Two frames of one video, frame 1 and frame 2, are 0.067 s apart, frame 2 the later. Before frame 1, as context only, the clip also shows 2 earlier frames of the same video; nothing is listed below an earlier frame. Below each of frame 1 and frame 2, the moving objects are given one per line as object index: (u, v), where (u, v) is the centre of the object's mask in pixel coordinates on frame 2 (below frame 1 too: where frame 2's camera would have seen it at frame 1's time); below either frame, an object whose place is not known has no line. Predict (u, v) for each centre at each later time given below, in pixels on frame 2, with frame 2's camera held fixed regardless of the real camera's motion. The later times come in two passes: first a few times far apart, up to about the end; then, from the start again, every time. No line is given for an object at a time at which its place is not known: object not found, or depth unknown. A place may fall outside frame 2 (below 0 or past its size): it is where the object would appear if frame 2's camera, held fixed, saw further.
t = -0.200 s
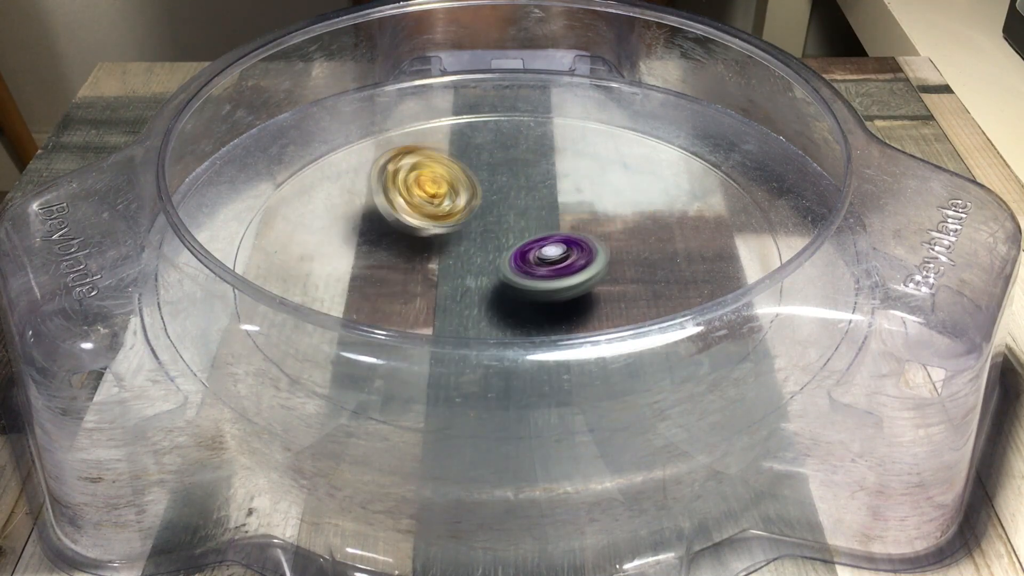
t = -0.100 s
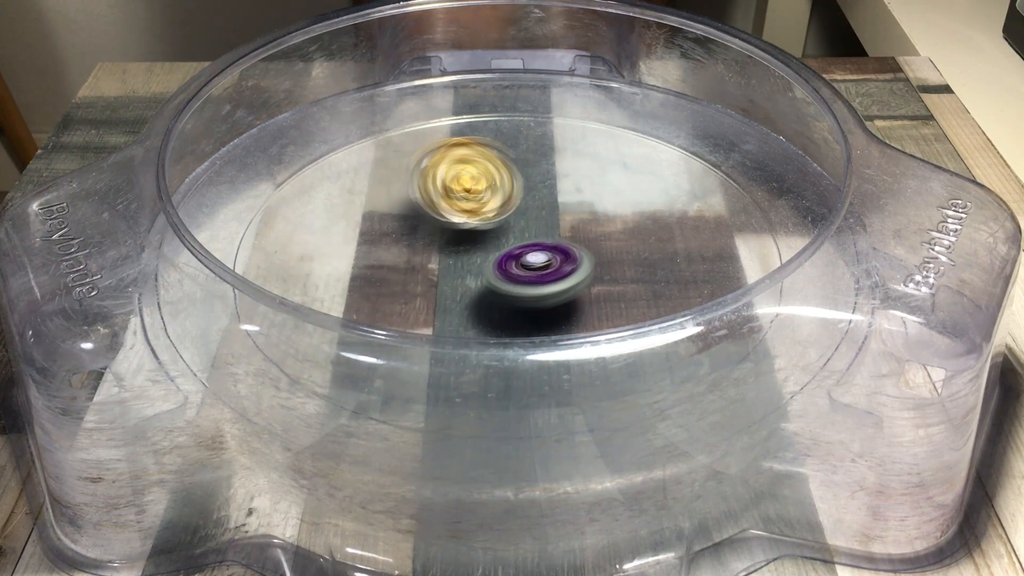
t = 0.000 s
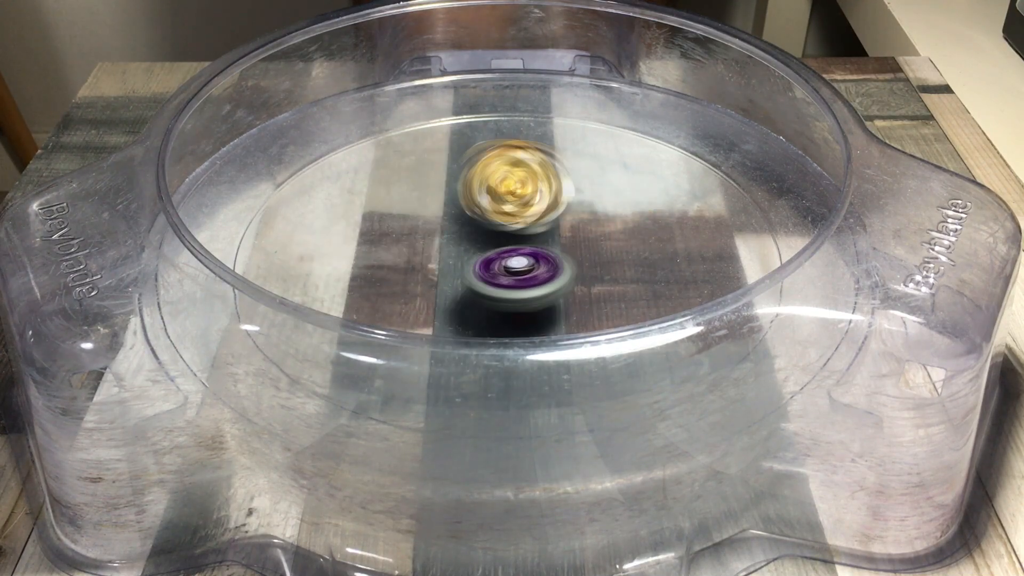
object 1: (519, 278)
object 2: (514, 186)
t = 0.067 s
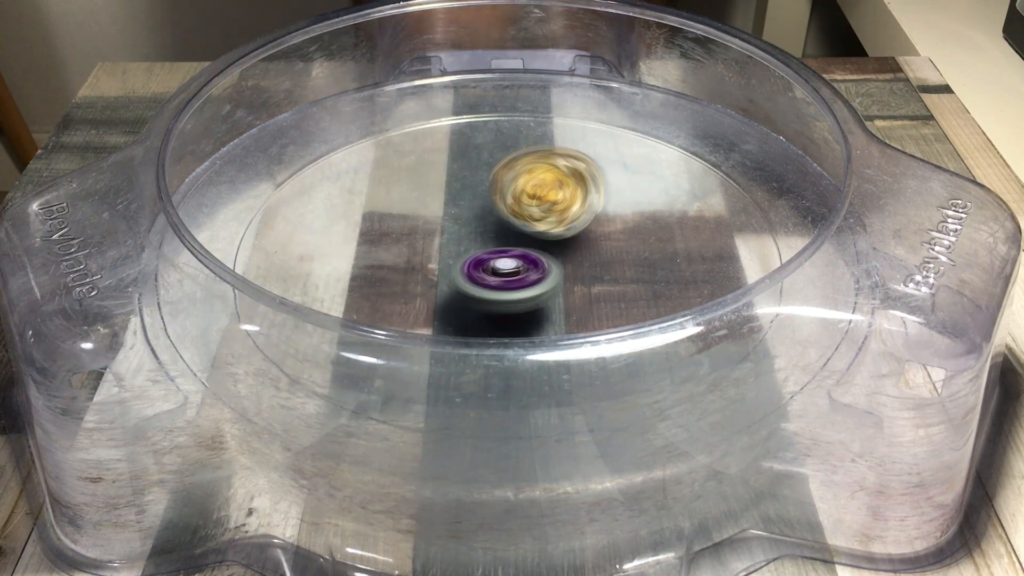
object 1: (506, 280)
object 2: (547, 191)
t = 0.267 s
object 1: (471, 276)
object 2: (617, 235)
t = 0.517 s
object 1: (449, 259)
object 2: (581, 299)
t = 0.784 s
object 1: (471, 234)
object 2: (438, 295)
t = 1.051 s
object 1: (517, 213)
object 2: (411, 223)
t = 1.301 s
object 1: (576, 220)
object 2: (476, 191)
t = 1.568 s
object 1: (594, 258)
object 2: (521, 223)
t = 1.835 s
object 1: (541, 289)
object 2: (463, 250)
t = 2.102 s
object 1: (457, 276)
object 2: (425, 206)
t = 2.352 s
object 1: (424, 246)
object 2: (489, 200)
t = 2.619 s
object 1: (430, 218)
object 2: (631, 247)
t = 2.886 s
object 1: (486, 224)
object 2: (628, 229)
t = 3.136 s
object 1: (490, 255)
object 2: (632, 233)
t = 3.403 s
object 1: (421, 269)
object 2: (632, 241)
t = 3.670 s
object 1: (396, 250)
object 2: (587, 235)
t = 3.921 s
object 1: (442, 241)
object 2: (530, 276)
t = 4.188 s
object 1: (492, 254)
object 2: (564, 289)
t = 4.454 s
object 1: (498, 257)
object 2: (574, 301)
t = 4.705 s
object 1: (486, 261)
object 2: (565, 301)
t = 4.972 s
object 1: (487, 257)
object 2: (563, 301)
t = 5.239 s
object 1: (502, 254)
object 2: (562, 300)
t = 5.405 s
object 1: (509, 254)
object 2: (562, 300)
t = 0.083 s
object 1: (502, 281)
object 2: (556, 194)
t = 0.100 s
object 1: (498, 280)
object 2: (564, 198)
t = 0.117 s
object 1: (495, 281)
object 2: (571, 200)
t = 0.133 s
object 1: (493, 280)
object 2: (578, 202)
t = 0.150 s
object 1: (490, 280)
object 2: (587, 207)
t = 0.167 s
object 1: (487, 280)
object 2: (591, 209)
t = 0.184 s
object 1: (484, 280)
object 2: (599, 214)
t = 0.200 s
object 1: (481, 279)
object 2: (605, 221)
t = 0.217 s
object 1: (479, 279)
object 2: (608, 222)
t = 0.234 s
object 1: (476, 278)
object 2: (612, 225)
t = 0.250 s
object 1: (473, 278)
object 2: (617, 231)
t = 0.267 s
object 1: (471, 276)
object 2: (617, 235)
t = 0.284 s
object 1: (467, 276)
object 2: (622, 239)
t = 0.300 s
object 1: (465, 275)
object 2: (624, 245)
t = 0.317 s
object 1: (464, 274)
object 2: (624, 250)
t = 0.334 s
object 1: (461, 273)
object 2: (624, 254)
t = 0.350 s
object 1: (459, 272)
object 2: (625, 261)
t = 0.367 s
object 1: (458, 271)
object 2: (623, 267)
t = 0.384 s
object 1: (456, 270)
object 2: (623, 269)
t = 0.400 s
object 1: (454, 269)
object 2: (620, 274)
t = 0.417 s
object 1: (453, 267)
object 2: (616, 280)
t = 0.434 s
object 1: (452, 266)
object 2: (612, 283)
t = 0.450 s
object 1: (451, 265)
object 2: (607, 287)
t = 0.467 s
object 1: (451, 263)
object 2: (602, 291)
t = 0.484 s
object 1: (451, 262)
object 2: (596, 293)
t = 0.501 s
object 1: (450, 260)
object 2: (590, 294)
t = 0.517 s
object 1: (449, 259)
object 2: (581, 299)
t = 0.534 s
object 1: (450, 259)
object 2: (575, 300)
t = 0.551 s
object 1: (451, 257)
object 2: (567, 303)
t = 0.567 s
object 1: (450, 256)
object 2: (560, 301)
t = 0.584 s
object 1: (451, 254)
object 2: (550, 305)
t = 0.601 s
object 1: (452, 252)
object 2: (538, 305)
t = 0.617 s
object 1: (451, 252)
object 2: (529, 305)
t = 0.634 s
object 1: (454, 248)
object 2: (517, 305)
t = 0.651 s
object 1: (454, 248)
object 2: (509, 305)
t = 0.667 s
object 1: (456, 244)
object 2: (502, 304)
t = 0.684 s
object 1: (456, 242)
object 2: (488, 304)
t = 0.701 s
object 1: (458, 241)
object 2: (475, 302)
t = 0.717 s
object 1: (460, 240)
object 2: (471, 300)
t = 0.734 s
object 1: (463, 237)
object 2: (464, 296)
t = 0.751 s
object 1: (466, 237)
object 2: (452, 301)
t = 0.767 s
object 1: (469, 234)
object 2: (442, 297)
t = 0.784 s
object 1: (471, 234)
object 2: (438, 295)
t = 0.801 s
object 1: (474, 232)
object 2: (431, 293)
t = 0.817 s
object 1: (475, 230)
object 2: (424, 292)
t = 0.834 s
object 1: (478, 228)
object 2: (419, 286)
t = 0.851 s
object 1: (481, 227)
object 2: (414, 283)
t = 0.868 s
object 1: (484, 225)
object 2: (410, 279)
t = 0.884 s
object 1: (487, 223)
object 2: (407, 274)
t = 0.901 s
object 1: (490, 221)
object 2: (404, 268)
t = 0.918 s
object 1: (493, 219)
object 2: (401, 263)
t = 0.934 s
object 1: (497, 218)
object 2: (401, 258)
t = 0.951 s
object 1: (499, 217)
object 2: (401, 253)
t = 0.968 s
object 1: (502, 216)
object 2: (401, 246)
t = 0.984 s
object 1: (505, 215)
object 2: (402, 242)
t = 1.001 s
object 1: (507, 215)
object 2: (406, 238)
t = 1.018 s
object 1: (511, 214)
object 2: (407, 234)
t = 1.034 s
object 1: (514, 213)
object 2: (409, 228)
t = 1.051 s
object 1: (517, 213)
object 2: (411, 223)
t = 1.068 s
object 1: (520, 212)
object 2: (416, 221)
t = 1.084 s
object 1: (524, 212)
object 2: (421, 217)
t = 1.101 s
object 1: (528, 212)
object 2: (425, 211)
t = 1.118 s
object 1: (532, 212)
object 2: (428, 209)
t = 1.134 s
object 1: (537, 212)
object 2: (433, 207)
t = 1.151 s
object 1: (540, 213)
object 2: (437, 203)
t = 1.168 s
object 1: (544, 213)
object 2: (440, 199)
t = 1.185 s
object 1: (549, 214)
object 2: (443, 196)
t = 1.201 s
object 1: (553, 214)
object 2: (447, 195)
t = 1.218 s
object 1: (558, 216)
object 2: (451, 194)
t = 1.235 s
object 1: (560, 216)
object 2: (455, 192)
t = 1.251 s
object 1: (565, 217)
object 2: (459, 191)
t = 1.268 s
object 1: (569, 218)
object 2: (465, 190)
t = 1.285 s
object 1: (574, 220)
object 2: (471, 190)
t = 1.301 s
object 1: (576, 220)
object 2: (476, 191)
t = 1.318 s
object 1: (580, 221)
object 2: (480, 191)
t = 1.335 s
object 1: (582, 224)
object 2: (486, 191)
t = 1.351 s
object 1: (586, 225)
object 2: (493, 193)
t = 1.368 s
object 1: (587, 227)
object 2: (497, 194)
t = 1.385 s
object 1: (590, 229)
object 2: (501, 196)
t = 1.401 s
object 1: (591, 232)
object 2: (503, 196)
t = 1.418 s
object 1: (593, 234)
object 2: (507, 198)
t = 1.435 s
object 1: (594, 235)
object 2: (510, 199)
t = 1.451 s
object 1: (596, 239)
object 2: (514, 203)
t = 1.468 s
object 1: (595, 242)
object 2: (514, 205)
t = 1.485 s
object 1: (596, 244)
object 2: (517, 207)
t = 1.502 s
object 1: (596, 247)
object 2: (519, 209)
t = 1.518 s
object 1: (596, 250)
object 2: (521, 214)
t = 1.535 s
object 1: (595, 252)
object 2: (521, 217)
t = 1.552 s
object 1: (595, 255)
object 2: (522, 221)
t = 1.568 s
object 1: (594, 258)
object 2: (521, 223)
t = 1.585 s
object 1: (592, 261)
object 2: (521, 228)
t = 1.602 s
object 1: (590, 263)
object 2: (518, 230)
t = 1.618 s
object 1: (588, 265)
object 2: (512, 235)
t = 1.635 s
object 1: (586, 267)
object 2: (510, 237)
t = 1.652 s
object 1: (585, 270)
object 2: (509, 240)
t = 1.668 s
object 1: (581, 272)
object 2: (505, 240)
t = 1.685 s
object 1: (577, 276)
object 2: (500, 246)
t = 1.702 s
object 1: (574, 277)
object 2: (496, 247)
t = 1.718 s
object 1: (571, 280)
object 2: (493, 249)
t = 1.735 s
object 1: (567, 281)
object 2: (490, 250)
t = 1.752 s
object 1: (565, 282)
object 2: (486, 253)
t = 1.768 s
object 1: (559, 284)
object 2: (481, 252)
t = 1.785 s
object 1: (555, 286)
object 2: (475, 254)
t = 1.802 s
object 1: (550, 287)
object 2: (472, 253)
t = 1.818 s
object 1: (547, 287)
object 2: (468, 254)
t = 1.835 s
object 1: (541, 289)
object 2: (463, 250)
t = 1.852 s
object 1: (537, 290)
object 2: (458, 250)
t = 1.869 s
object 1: (530, 290)
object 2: (451, 246)
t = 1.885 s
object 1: (526, 289)
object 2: (448, 245)
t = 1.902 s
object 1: (519, 290)
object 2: (444, 244)
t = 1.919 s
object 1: (515, 290)
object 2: (441, 243)
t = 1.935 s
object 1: (507, 289)
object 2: (437, 238)
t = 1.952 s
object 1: (502, 290)
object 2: (433, 237)
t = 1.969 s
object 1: (497, 288)
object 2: (432, 233)
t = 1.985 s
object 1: (492, 288)
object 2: (430, 230)
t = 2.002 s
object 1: (486, 286)
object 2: (427, 227)
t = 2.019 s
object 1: (481, 285)
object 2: (426, 224)
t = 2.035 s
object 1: (476, 283)
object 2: (424, 217)
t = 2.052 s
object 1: (472, 283)
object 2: (422, 216)
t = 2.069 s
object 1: (467, 280)
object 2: (425, 210)
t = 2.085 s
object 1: (462, 279)
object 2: (424, 209)
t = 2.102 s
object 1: (457, 276)
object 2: (425, 206)
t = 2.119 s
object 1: (454, 276)
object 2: (425, 205)
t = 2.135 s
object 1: (450, 274)
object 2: (426, 201)
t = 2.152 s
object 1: (447, 273)
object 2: (428, 198)
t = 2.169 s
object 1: (443, 269)
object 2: (432, 194)
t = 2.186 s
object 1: (440, 268)
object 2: (435, 193)
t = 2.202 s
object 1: (437, 265)
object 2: (442, 192)
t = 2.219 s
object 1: (435, 263)
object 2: (446, 192)
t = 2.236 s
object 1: (433, 260)
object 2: (453, 192)
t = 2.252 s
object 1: (431, 259)
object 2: (456, 192)
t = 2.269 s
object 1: (429, 257)
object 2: (463, 192)
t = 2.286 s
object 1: (427, 255)
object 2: (467, 193)
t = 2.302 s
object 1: (425, 253)
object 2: (472, 193)
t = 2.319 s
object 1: (424, 250)
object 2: (479, 196)
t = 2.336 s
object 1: (424, 248)
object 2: (485, 197)
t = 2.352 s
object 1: (424, 246)
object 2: (489, 200)
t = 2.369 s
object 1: (424, 244)
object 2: (493, 203)
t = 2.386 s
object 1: (424, 242)
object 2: (498, 206)
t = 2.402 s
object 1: (425, 240)
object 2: (508, 209)
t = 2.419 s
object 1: (422, 237)
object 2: (514, 213)
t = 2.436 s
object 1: (420, 235)
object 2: (529, 216)
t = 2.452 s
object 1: (416, 231)
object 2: (540, 221)
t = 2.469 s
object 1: (417, 229)
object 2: (553, 226)
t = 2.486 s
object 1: (417, 228)
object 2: (562, 231)
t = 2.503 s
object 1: (418, 226)
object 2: (573, 234)
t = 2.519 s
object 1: (419, 225)
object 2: (581, 237)
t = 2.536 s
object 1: (420, 224)
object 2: (592, 240)
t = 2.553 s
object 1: (421, 221)
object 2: (601, 242)
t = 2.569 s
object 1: (424, 221)
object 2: (609, 245)
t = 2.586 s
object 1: (426, 219)
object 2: (617, 246)
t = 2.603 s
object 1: (429, 218)
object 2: (622, 246)
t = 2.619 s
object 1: (430, 218)
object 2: (631, 247)
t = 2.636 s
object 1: (433, 217)
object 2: (634, 246)
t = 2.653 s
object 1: (436, 216)
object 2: (639, 245)
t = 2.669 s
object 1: (440, 215)
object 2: (641, 244)
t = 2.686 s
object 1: (443, 215)
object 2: (643, 242)
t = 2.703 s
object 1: (446, 215)
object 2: (643, 241)
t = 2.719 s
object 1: (449, 215)
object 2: (643, 238)
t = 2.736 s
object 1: (453, 215)
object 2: (643, 237)
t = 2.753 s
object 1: (456, 216)
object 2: (643, 235)
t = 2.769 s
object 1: (460, 216)
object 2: (641, 234)
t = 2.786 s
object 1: (464, 217)
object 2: (640, 232)
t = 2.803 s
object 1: (468, 218)
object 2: (639, 232)
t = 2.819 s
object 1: (471, 218)
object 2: (637, 231)
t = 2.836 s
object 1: (475, 219)
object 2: (635, 231)
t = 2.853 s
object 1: (478, 221)
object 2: (633, 230)
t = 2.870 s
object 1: (481, 222)
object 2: (630, 229)
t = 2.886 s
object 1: (486, 224)
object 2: (628, 229)
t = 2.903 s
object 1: (489, 225)
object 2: (626, 229)
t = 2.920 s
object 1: (492, 227)
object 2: (623, 229)
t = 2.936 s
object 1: (496, 229)
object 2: (621, 228)
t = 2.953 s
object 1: (500, 231)
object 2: (618, 229)
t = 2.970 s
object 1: (503, 233)
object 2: (616, 229)
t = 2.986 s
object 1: (506, 235)
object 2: (613, 229)
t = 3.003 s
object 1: (508, 236)
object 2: (611, 229)
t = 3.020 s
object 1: (512, 240)
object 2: (608, 229)
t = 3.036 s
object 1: (515, 242)
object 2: (607, 229)
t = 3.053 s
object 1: (518, 245)
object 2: (605, 230)
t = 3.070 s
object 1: (516, 248)
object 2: (605, 231)
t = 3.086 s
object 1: (517, 251)
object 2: (605, 231)
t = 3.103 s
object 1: (511, 250)
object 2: (613, 231)
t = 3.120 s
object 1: (495, 255)
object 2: (625, 232)
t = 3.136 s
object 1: (490, 255)
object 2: (632, 233)
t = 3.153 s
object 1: (482, 258)
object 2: (636, 235)
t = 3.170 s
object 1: (480, 258)
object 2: (638, 235)
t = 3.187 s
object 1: (475, 261)
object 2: (640, 237)
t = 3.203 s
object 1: (473, 262)
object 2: (639, 238)
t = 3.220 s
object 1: (470, 263)
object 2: (639, 239)
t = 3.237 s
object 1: (466, 265)
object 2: (639, 240)
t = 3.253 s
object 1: (461, 267)
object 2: (638, 240)
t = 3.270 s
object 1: (455, 267)
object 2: (638, 241)
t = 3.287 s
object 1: (451, 268)
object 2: (637, 241)
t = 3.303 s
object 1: (447, 268)
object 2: (637, 241)
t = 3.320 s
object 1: (444, 269)
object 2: (636, 241)
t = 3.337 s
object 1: (441, 269)
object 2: (636, 241)
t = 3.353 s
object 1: (436, 269)
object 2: (635, 241)
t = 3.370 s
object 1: (430, 269)
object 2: (634, 241)
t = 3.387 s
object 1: (425, 270)
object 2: (633, 241)
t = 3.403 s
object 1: (421, 269)
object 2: (632, 241)
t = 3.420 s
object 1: (419, 268)
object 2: (632, 241)
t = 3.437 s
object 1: (415, 267)
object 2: (630, 240)
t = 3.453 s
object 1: (412, 267)
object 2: (629, 240)
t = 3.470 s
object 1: (408, 266)
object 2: (627, 239)
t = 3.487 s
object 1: (405, 265)
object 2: (626, 239)
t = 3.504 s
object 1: (402, 264)
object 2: (624, 238)
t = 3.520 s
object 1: (399, 263)
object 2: (623, 237)
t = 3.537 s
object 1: (397, 261)
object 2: (620, 236)
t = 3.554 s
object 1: (396, 260)
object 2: (618, 236)
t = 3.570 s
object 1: (395, 259)
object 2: (615, 235)
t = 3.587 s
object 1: (395, 259)
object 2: (612, 234)
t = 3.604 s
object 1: (394, 256)
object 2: (610, 234)
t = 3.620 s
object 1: (393, 256)
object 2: (604, 233)
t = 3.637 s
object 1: (394, 254)
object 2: (601, 233)
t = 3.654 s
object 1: (394, 252)
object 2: (593, 233)
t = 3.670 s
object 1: (396, 250)
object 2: (587, 235)
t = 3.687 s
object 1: (398, 249)
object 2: (581, 236)
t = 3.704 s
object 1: (400, 247)
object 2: (575, 238)
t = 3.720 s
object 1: (401, 247)
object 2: (570, 240)
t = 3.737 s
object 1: (404, 246)
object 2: (565, 243)
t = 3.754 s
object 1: (406, 246)
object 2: (559, 246)
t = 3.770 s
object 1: (410, 244)
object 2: (554, 248)
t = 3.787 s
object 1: (412, 244)
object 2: (548, 251)
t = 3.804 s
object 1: (417, 243)
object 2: (542, 254)
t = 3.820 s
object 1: (421, 243)
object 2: (539, 256)
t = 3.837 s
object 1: (425, 243)
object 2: (534, 261)
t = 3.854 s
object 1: (429, 243)
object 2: (530, 264)
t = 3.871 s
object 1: (432, 242)
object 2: (529, 268)
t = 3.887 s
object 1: (436, 242)
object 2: (528, 270)
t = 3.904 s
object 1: (439, 241)
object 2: (529, 274)
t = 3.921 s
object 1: (442, 241)
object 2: (530, 276)
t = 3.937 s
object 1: (447, 240)
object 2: (532, 279)
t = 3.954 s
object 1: (451, 240)
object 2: (534, 281)
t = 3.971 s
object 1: (454, 241)
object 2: (538, 283)
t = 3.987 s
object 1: (457, 243)
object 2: (540, 284)
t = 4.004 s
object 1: (459, 243)
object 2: (544, 285)
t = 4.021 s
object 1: (463, 244)
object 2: (545, 285)
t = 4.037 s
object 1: (466, 244)
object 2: (548, 285)
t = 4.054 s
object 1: (470, 244)
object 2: (550, 285)
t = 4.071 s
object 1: (472, 245)
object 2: (552, 285)
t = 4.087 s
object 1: (477, 246)
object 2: (553, 286)
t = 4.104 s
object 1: (480, 248)
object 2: (556, 286)
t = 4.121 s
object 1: (482, 250)
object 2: (557, 286)
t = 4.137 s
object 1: (483, 251)
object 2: (558, 286)
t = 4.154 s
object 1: (486, 253)
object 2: (559, 287)
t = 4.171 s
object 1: (488, 252)
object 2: (562, 288)
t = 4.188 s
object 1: (492, 254)
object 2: (564, 289)
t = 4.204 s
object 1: (494, 254)
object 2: (565, 289)
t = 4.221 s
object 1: (497, 252)
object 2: (567, 290)
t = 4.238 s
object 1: (497, 252)
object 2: (570, 291)
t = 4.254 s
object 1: (501, 251)
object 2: (577, 294)
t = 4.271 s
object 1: (500, 251)
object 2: (580, 294)
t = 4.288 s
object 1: (503, 251)
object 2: (582, 297)
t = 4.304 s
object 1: (504, 251)
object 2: (583, 298)
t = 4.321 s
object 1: (504, 252)
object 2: (582, 299)
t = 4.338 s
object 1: (504, 252)
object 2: (583, 298)
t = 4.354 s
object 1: (504, 253)
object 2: (581, 299)
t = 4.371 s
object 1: (502, 254)
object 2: (581, 299)
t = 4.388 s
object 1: (501, 255)
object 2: (578, 300)
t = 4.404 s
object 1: (501, 255)
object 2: (578, 300)
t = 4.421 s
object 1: (500, 256)
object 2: (576, 300)
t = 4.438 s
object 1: (499, 256)
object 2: (575, 300)
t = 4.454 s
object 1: (498, 257)
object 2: (574, 301)
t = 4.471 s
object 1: (498, 257)
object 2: (573, 301)
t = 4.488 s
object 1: (496, 259)
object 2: (572, 301)
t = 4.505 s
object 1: (496, 259)
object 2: (571, 301)
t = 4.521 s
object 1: (494, 259)
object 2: (570, 301)
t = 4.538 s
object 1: (493, 260)
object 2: (571, 301)
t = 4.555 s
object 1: (492, 259)
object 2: (571, 301)
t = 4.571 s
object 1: (492, 260)
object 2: (570, 301)
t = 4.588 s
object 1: (491, 260)
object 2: (568, 301)
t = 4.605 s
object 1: (489, 261)
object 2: (567, 301)
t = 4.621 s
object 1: (490, 260)
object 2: (567, 301)
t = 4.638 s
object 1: (489, 260)
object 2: (566, 301)
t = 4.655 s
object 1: (487, 260)
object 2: (565, 301)
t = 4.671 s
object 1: (486, 261)
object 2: (565, 301)
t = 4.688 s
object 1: (487, 260)
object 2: (564, 301)
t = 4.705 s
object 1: (486, 261)
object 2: (565, 301)
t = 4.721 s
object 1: (485, 261)
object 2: (565, 301)
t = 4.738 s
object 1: (486, 260)
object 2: (565, 300)
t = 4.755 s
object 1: (485, 260)
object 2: (565, 300)
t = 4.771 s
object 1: (485, 260)
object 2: (565, 300)
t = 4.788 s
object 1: (485, 259)
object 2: (565, 300)
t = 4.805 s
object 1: (485, 259)
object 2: (565, 300)
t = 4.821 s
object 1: (485, 260)
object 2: (565, 300)
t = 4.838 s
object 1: (485, 259)
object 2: (565, 300)
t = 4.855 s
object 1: (485, 259)
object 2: (565, 300)
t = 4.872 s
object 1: (486, 259)
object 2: (565, 300)
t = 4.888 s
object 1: (485, 258)
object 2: (565, 300)
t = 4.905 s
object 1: (486, 258)
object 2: (565, 300)
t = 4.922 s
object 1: (485, 259)
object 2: (565, 300)
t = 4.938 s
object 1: (486, 258)
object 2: (564, 301)
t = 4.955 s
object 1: (487, 257)
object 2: (564, 301)
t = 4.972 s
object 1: (487, 257)
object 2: (563, 301)
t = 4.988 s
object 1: (488, 257)
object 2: (563, 301)
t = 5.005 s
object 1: (488, 257)
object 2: (563, 301)
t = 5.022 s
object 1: (489, 256)
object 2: (563, 300)
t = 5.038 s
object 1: (490, 256)
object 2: (563, 300)
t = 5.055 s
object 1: (491, 256)
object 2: (563, 300)
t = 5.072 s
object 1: (492, 256)
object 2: (563, 300)
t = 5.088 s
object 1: (493, 255)
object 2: (563, 300)
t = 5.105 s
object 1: (494, 255)
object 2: (563, 300)
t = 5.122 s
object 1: (495, 255)
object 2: (563, 300)
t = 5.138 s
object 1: (496, 255)
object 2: (562, 300)
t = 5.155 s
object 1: (497, 254)
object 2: (562, 300)
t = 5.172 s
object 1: (497, 254)
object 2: (562, 300)
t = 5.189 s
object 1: (500, 253)
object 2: (562, 300)
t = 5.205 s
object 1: (501, 253)
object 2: (562, 300)
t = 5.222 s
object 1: (501, 254)
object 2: (562, 300)
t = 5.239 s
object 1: (502, 254)
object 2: (562, 300)
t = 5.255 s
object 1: (503, 254)
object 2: (562, 300)
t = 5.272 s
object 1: (504, 253)
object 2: (562, 300)
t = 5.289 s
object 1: (505, 253)
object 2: (562, 300)
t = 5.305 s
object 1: (506, 253)
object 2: (562, 300)
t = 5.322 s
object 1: (506, 254)
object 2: (562, 300)
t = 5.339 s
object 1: (507, 253)
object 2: (562, 300)
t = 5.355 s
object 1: (508, 253)
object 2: (562, 300)
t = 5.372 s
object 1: (508, 253)
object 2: (562, 300)
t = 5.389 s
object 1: (509, 254)
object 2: (562, 300)
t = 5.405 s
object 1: (509, 254)
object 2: (562, 300)
